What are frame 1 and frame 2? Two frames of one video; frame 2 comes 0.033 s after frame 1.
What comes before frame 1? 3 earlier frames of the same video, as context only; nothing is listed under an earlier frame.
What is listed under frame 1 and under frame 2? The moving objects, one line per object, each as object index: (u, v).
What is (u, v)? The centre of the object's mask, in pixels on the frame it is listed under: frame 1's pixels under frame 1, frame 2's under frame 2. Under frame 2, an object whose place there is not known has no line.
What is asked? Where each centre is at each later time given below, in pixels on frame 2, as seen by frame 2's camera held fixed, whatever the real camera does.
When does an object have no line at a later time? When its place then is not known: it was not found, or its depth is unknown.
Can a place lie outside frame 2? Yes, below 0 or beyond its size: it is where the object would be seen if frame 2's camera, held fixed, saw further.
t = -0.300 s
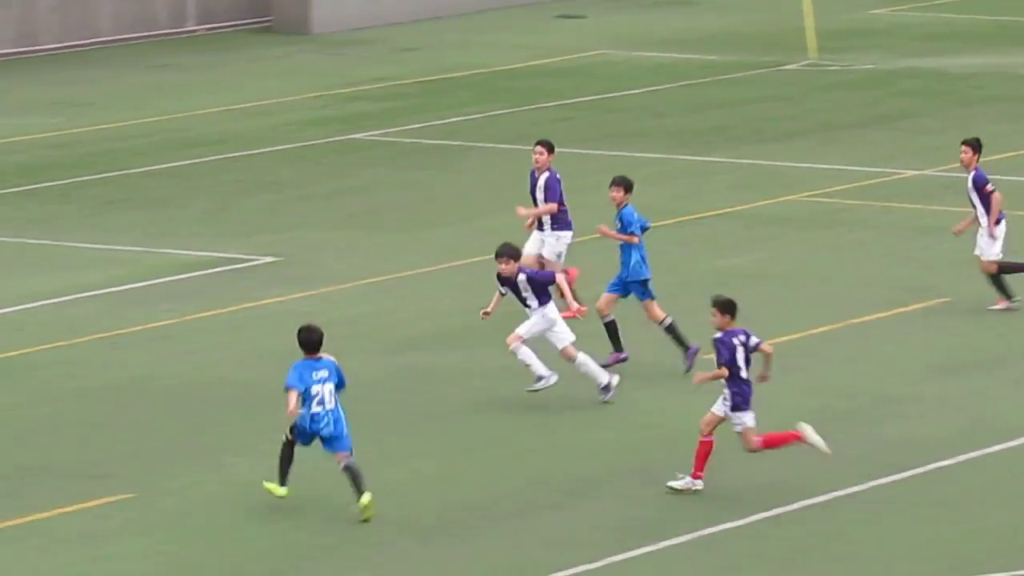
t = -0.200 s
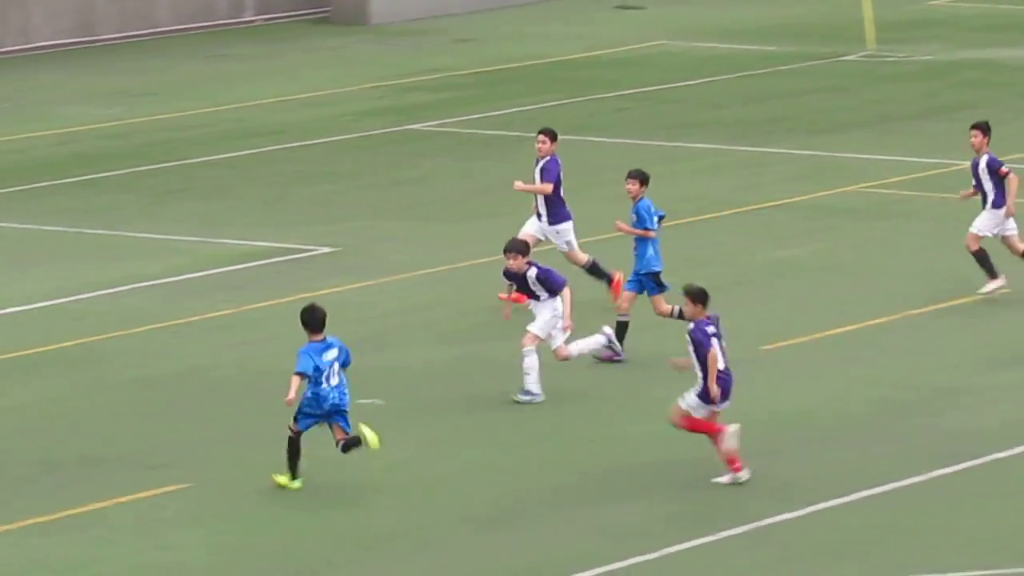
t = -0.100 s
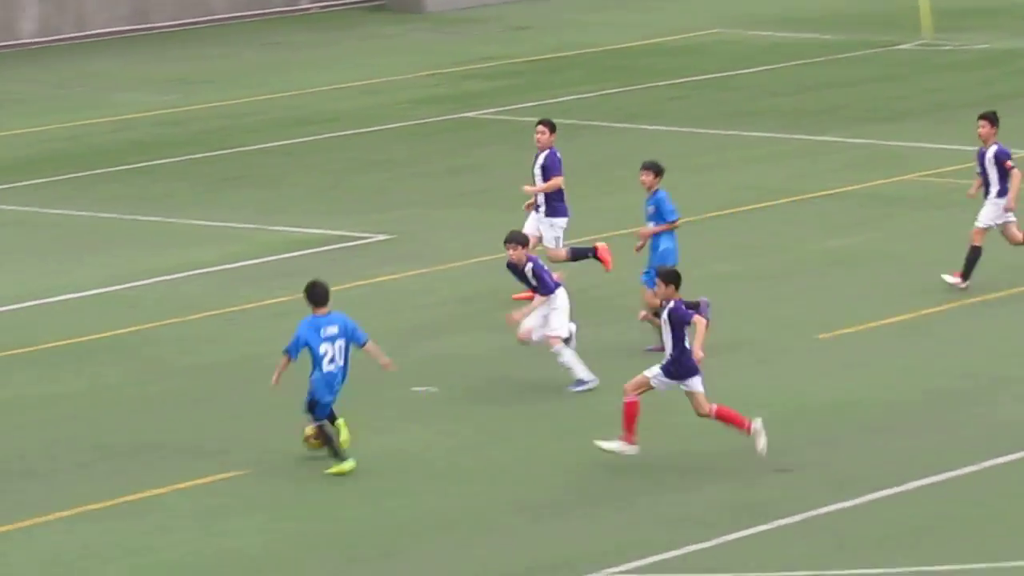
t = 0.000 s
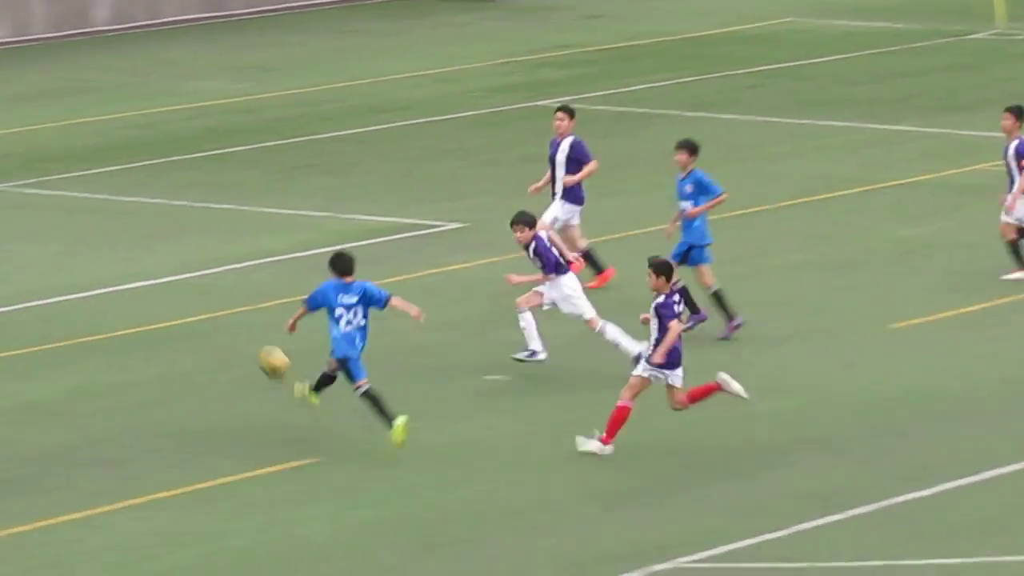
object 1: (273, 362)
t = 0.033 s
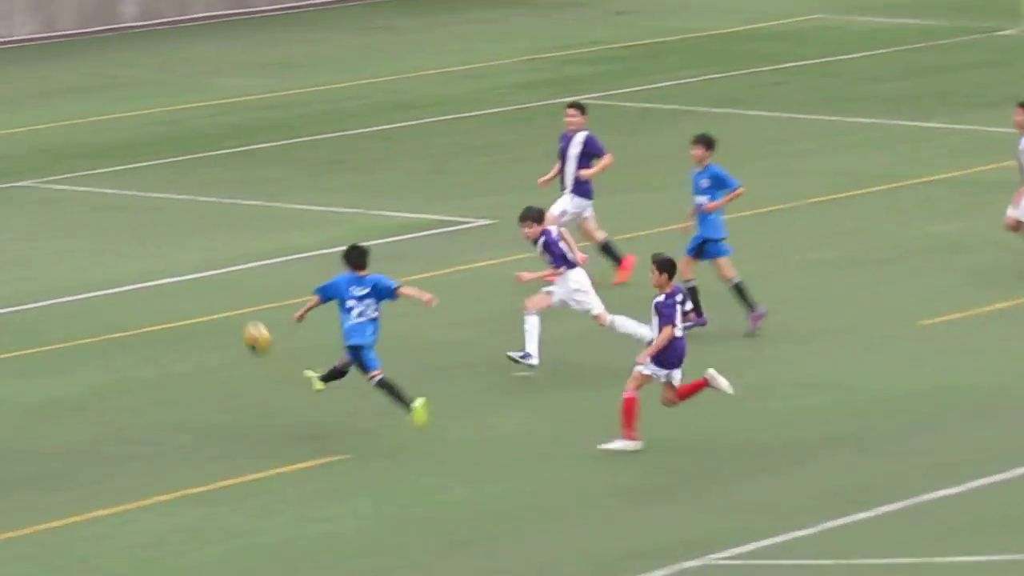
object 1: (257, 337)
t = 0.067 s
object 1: (212, 317)
